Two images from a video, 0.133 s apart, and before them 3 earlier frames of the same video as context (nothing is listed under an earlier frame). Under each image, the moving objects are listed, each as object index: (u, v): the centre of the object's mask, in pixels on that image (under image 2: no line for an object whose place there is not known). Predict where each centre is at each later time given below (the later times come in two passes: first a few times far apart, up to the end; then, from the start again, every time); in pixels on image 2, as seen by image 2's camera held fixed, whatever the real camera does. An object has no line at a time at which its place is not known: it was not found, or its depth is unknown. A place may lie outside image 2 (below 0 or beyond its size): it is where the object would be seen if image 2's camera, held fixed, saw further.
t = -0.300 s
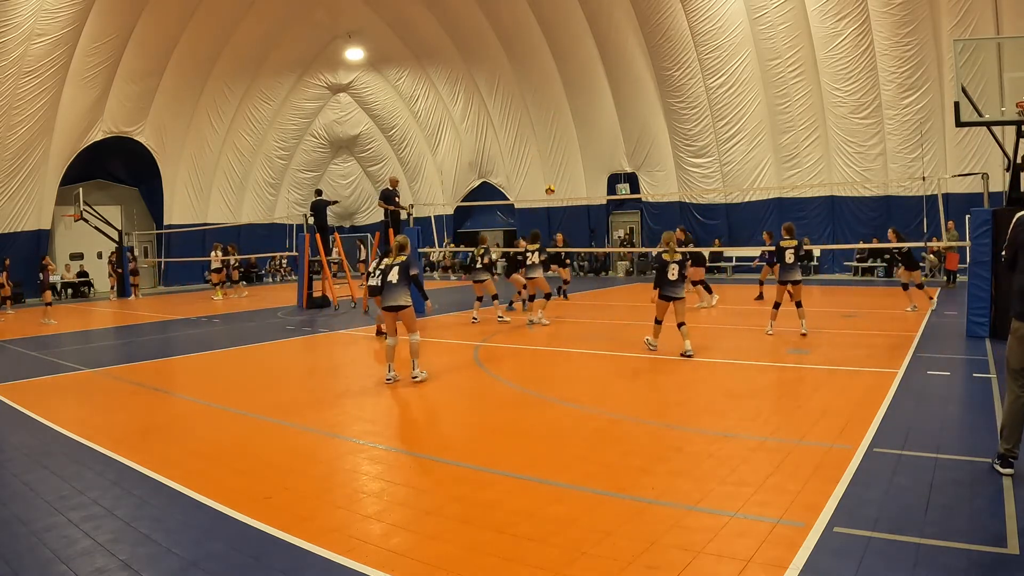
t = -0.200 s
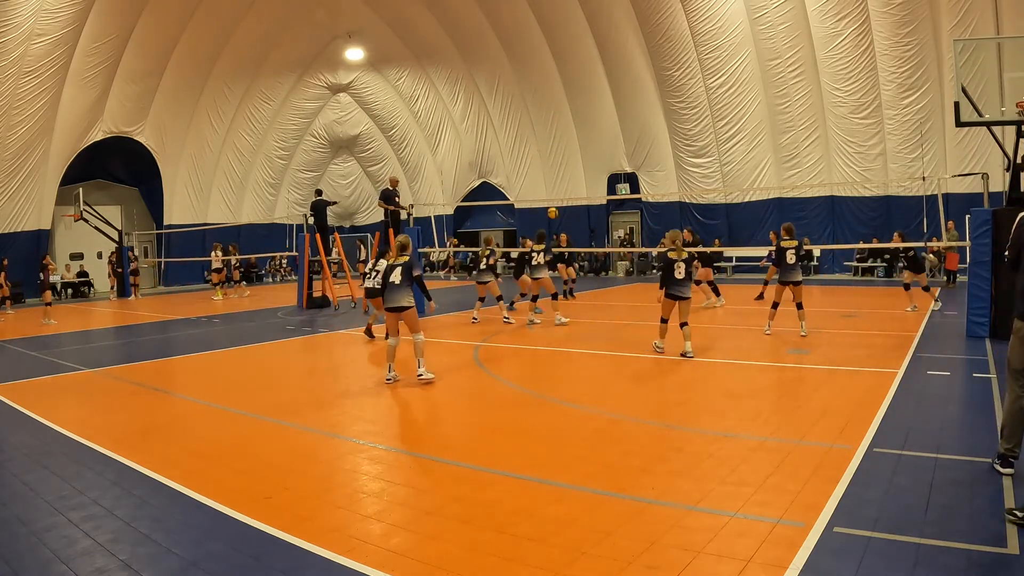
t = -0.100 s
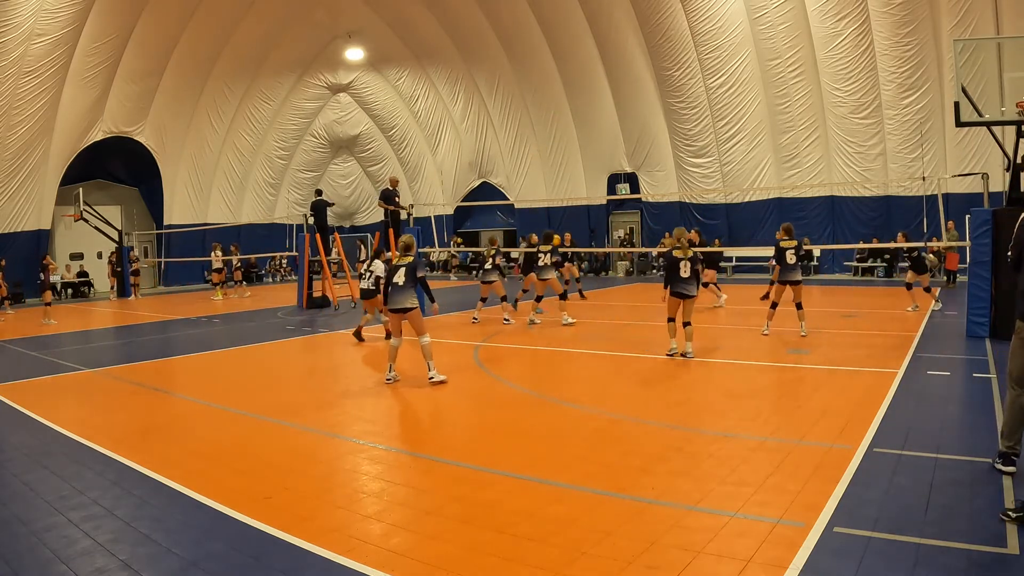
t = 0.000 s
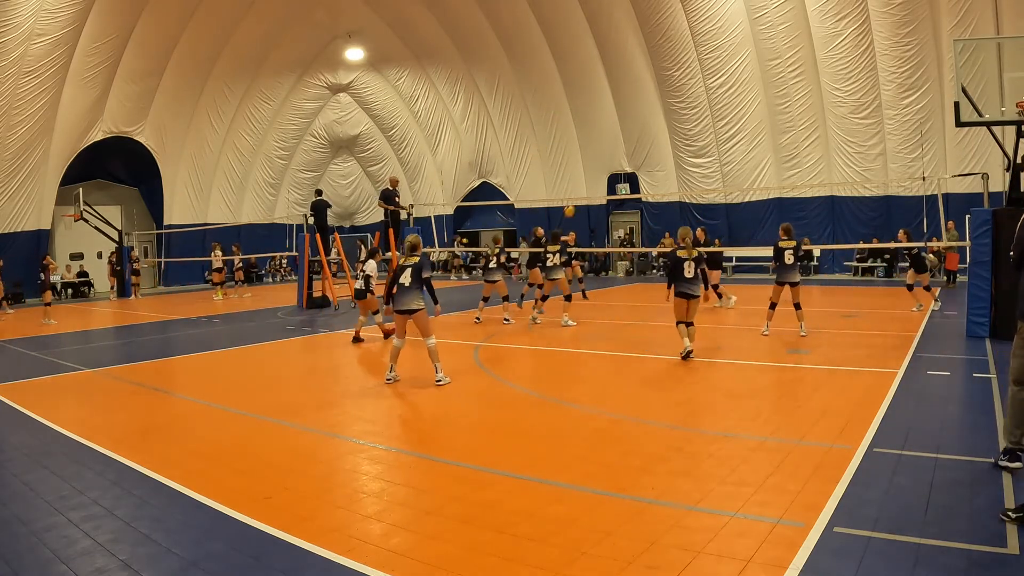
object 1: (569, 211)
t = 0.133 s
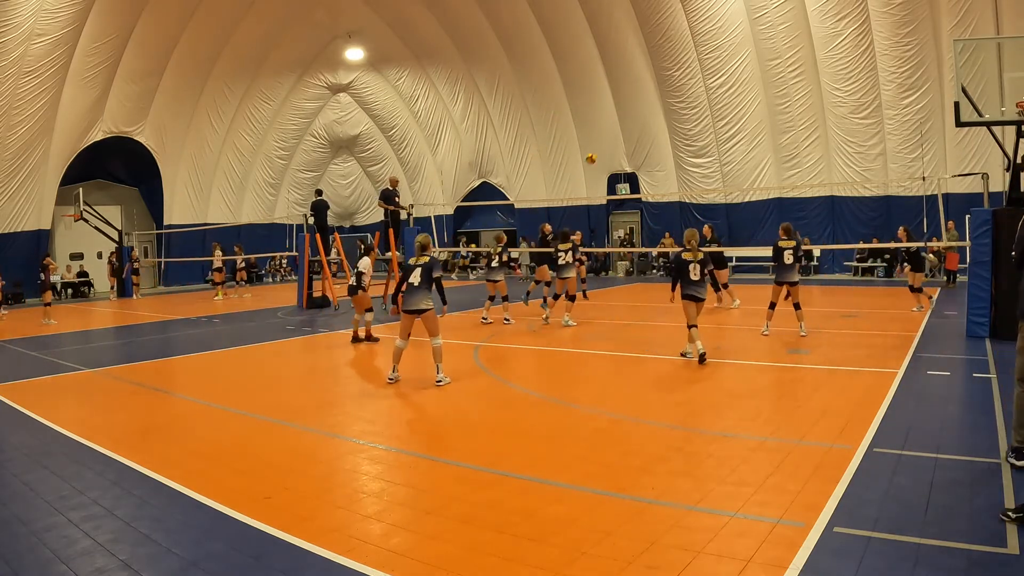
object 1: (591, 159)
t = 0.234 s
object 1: (607, 125)
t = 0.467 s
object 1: (648, 69)
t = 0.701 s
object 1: (690, 41)
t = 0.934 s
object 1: (736, 42)
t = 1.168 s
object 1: (784, 75)
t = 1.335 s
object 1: (819, 117)
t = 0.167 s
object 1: (596, 147)
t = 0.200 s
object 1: (602, 136)
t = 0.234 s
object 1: (607, 125)
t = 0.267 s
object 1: (613, 115)
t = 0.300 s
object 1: (619, 106)
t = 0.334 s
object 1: (625, 97)
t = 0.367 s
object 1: (630, 89)
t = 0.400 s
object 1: (636, 81)
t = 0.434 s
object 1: (642, 75)
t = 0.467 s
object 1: (648, 69)
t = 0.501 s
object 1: (654, 63)
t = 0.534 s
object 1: (660, 58)
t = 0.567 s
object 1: (666, 53)
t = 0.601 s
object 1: (672, 49)
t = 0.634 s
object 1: (678, 46)
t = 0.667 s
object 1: (684, 43)
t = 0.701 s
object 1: (690, 41)
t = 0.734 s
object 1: (696, 39)
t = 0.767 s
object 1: (703, 38)
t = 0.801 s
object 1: (709, 38)
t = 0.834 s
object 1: (715, 38)
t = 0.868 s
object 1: (722, 39)
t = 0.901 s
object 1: (729, 40)
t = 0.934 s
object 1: (736, 42)
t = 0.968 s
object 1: (742, 44)
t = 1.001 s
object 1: (749, 48)
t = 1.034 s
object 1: (756, 52)
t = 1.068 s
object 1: (763, 56)
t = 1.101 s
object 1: (770, 62)
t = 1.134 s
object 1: (777, 68)
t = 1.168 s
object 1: (784, 75)
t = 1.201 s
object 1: (791, 82)
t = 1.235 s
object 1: (798, 90)
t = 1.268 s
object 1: (805, 99)
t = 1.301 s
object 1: (812, 108)
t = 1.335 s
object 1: (819, 117)
